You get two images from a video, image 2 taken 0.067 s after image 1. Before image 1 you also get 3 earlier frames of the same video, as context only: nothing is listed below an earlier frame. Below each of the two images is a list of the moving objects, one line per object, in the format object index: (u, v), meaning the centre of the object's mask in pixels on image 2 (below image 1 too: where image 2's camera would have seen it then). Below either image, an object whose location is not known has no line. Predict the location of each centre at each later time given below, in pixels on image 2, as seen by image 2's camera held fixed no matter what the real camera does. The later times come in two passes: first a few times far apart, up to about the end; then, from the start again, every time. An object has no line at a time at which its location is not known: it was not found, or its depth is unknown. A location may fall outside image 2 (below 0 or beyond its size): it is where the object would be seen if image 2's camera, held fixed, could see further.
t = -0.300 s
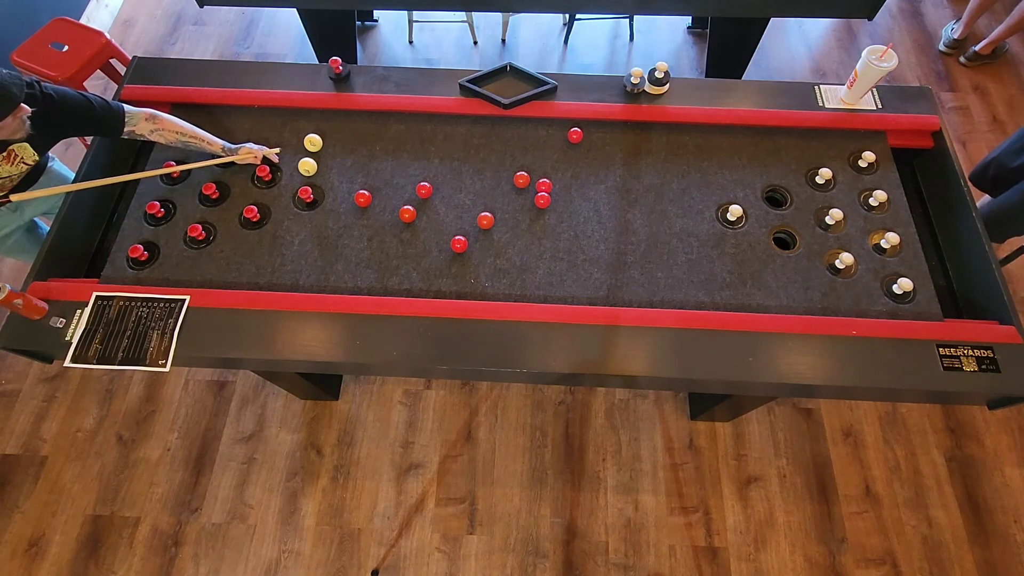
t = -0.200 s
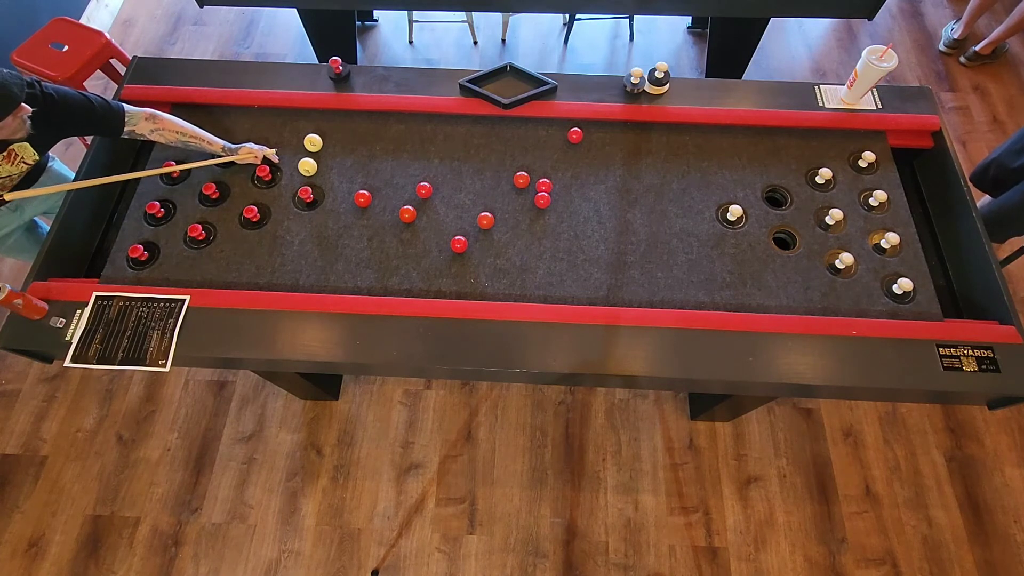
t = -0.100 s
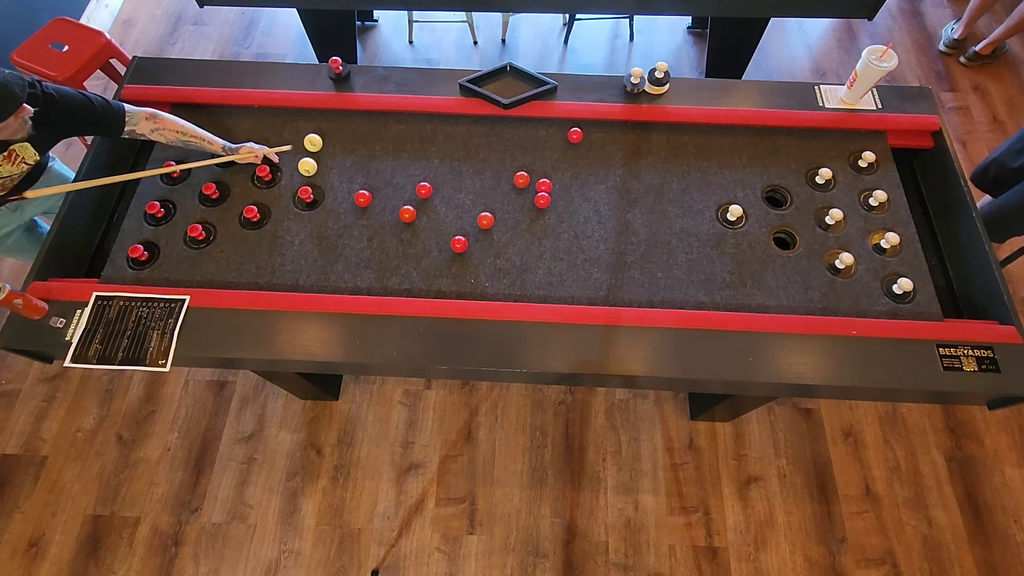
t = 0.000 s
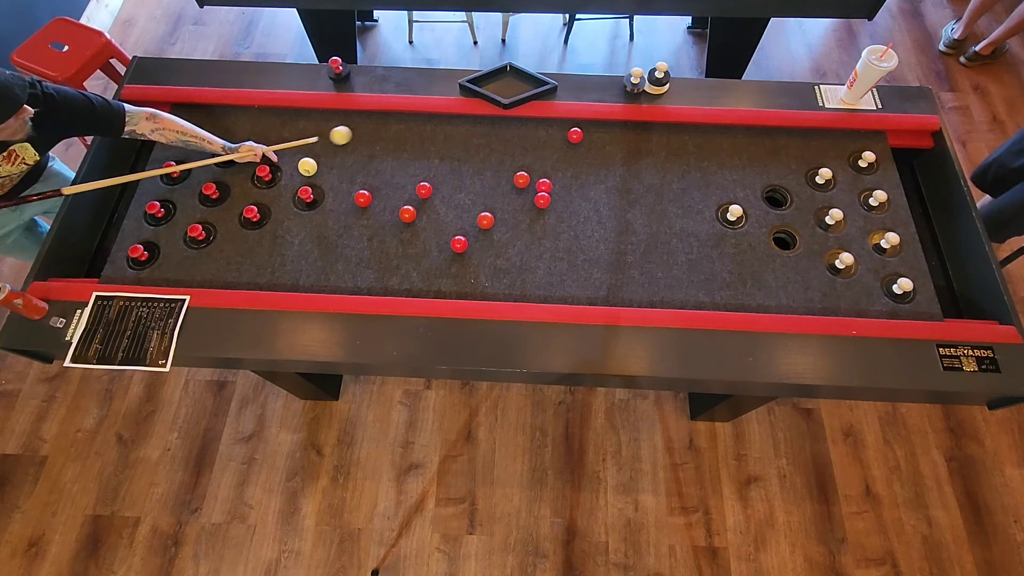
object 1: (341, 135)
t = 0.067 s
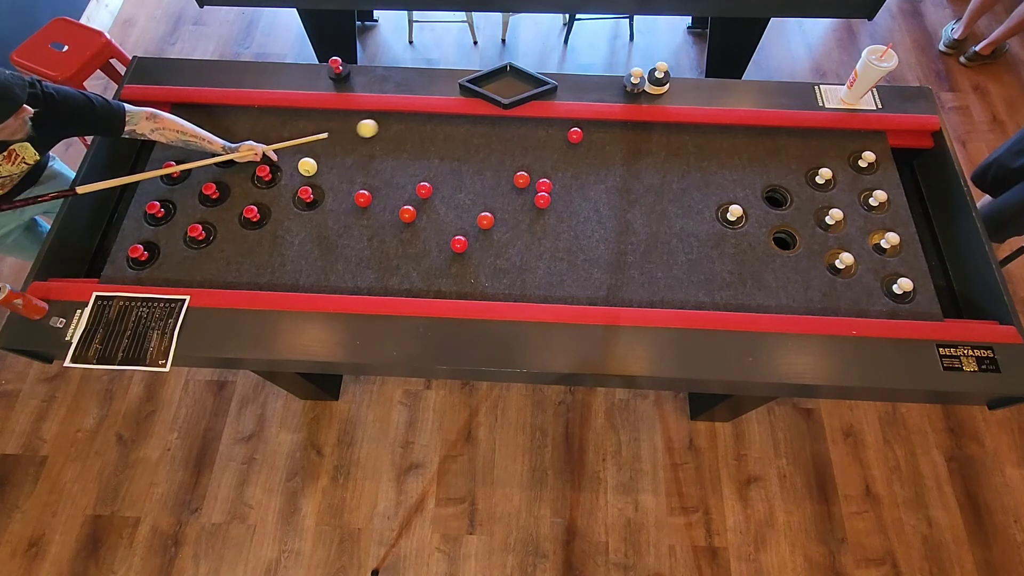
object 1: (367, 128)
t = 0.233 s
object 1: (421, 120)
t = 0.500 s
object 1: (488, 134)
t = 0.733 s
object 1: (547, 147)
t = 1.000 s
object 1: (612, 161)
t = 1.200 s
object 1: (660, 171)
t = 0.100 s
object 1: (379, 125)
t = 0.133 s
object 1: (390, 122)
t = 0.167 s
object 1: (402, 120)
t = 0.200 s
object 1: (412, 118)
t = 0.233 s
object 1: (421, 120)
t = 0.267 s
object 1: (429, 122)
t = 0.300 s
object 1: (438, 123)
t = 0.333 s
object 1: (446, 125)
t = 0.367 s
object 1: (454, 127)
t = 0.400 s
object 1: (463, 129)
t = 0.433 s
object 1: (471, 131)
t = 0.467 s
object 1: (480, 133)
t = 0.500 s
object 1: (488, 134)
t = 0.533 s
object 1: (497, 136)
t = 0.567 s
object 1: (505, 138)
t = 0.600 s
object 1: (514, 140)
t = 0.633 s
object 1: (522, 142)
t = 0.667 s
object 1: (530, 143)
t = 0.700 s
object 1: (539, 145)
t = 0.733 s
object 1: (547, 147)
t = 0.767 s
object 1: (555, 149)
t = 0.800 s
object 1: (563, 151)
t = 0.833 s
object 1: (572, 152)
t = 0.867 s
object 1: (580, 154)
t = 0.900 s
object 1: (588, 156)
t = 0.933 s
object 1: (596, 158)
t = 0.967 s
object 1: (604, 159)
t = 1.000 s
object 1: (612, 161)
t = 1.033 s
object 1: (620, 163)
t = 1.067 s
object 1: (628, 165)
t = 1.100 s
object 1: (636, 166)
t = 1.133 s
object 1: (645, 168)
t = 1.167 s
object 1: (652, 170)
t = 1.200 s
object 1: (660, 171)
